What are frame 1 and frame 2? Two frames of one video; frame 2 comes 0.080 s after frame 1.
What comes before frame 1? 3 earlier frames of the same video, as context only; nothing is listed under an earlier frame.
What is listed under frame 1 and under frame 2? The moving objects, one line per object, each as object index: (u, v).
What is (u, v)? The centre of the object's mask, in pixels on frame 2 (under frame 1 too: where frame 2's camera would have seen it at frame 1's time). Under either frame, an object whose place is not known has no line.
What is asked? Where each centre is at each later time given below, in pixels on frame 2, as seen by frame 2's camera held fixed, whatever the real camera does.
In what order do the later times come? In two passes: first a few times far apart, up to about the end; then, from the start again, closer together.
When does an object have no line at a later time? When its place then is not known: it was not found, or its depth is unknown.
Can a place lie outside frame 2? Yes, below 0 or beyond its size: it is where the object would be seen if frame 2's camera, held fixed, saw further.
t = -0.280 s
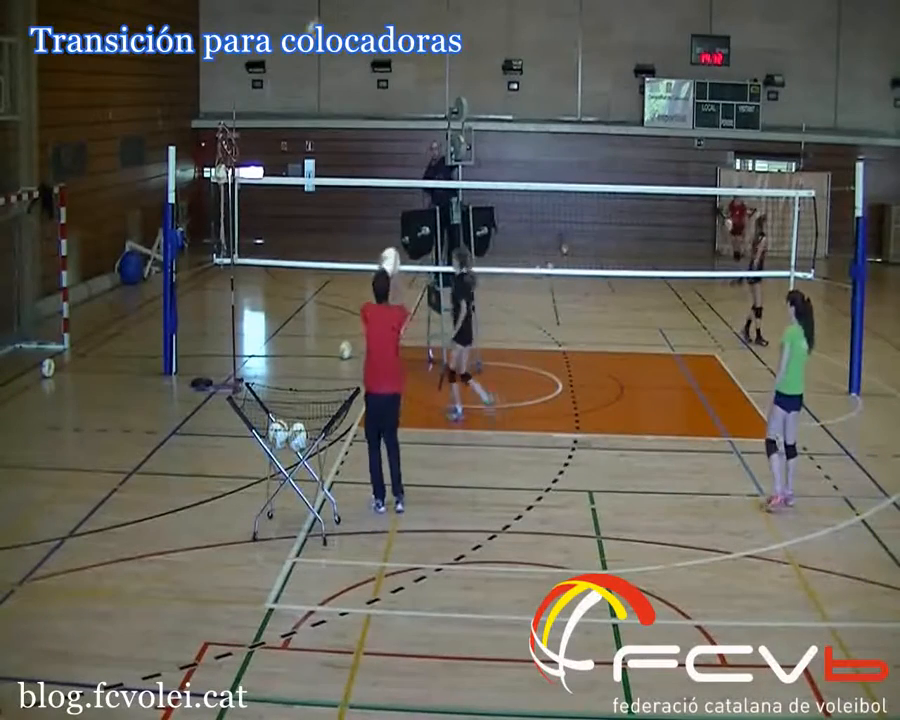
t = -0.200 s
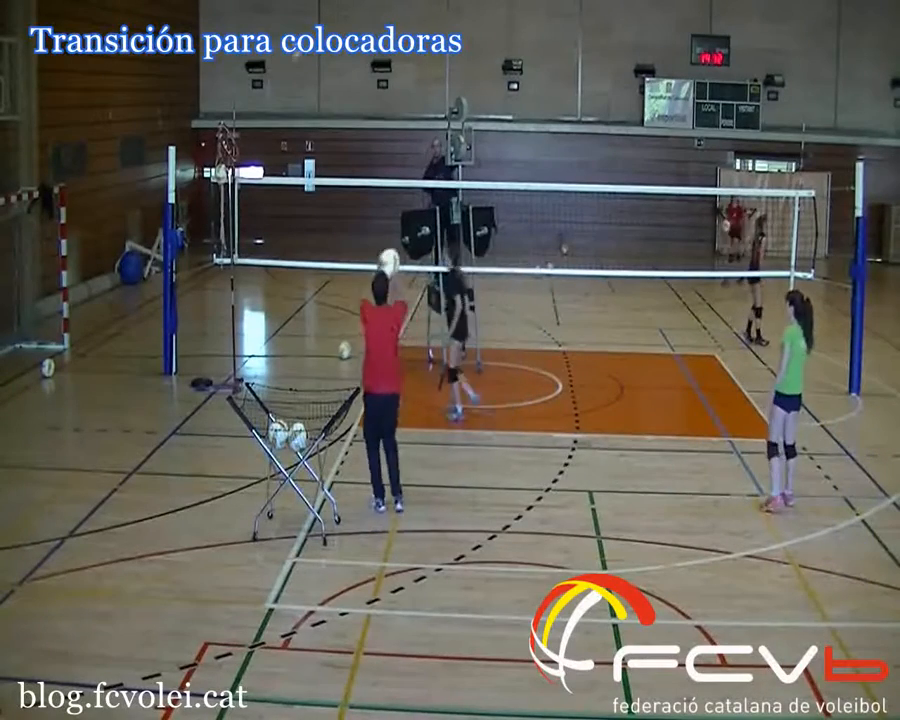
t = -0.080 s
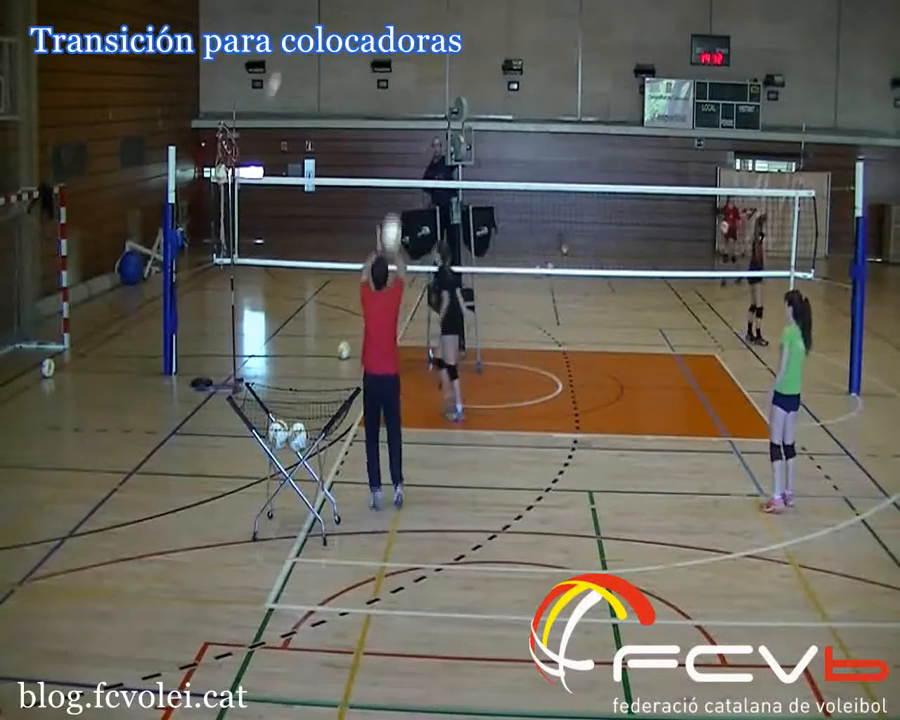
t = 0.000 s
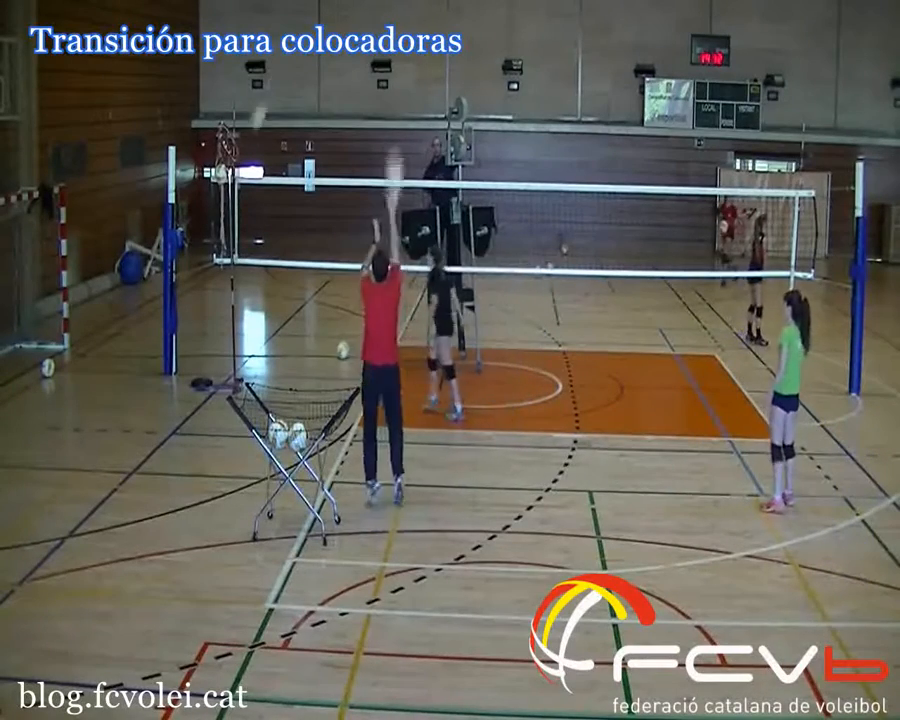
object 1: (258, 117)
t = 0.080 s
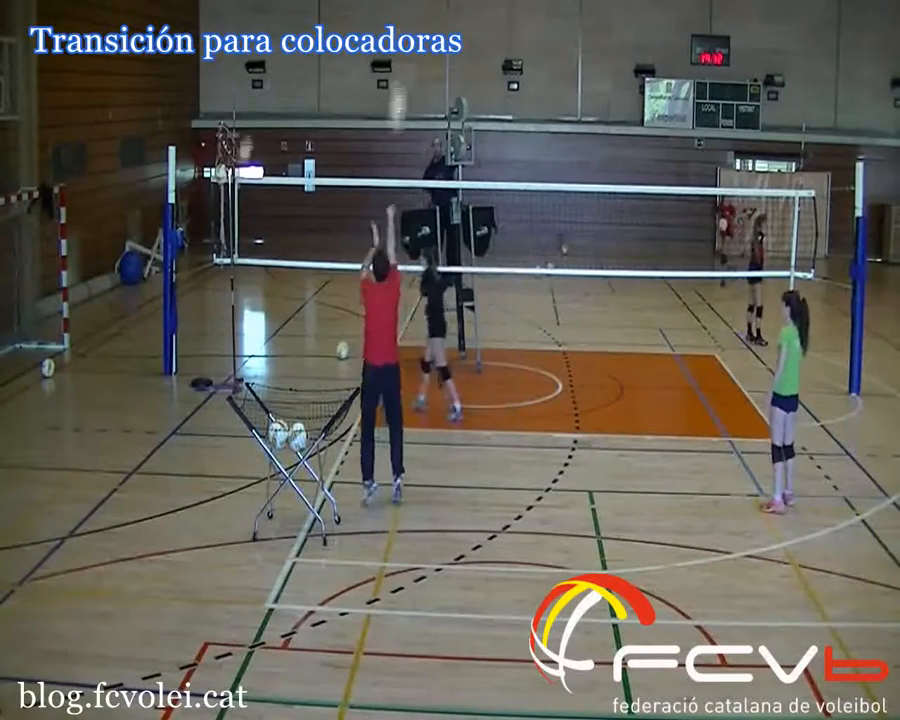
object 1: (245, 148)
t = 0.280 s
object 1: (214, 254)
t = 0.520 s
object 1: (198, 353)
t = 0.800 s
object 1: (192, 299)
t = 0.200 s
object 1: (223, 214)
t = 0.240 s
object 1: (218, 237)
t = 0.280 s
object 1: (214, 254)
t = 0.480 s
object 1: (201, 334)
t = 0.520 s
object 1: (198, 353)
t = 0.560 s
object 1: (196, 367)
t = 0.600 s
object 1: (196, 355)
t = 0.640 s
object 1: (195, 342)
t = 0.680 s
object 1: (194, 330)
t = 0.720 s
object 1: (193, 318)
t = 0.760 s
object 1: (193, 307)
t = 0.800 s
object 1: (192, 299)
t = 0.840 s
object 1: (192, 293)
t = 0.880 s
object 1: (191, 287)
